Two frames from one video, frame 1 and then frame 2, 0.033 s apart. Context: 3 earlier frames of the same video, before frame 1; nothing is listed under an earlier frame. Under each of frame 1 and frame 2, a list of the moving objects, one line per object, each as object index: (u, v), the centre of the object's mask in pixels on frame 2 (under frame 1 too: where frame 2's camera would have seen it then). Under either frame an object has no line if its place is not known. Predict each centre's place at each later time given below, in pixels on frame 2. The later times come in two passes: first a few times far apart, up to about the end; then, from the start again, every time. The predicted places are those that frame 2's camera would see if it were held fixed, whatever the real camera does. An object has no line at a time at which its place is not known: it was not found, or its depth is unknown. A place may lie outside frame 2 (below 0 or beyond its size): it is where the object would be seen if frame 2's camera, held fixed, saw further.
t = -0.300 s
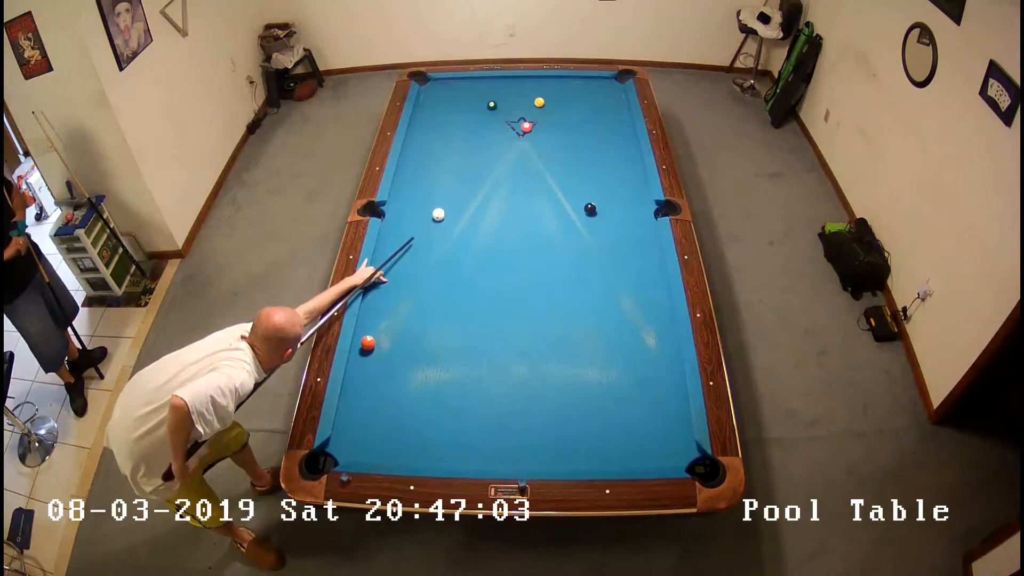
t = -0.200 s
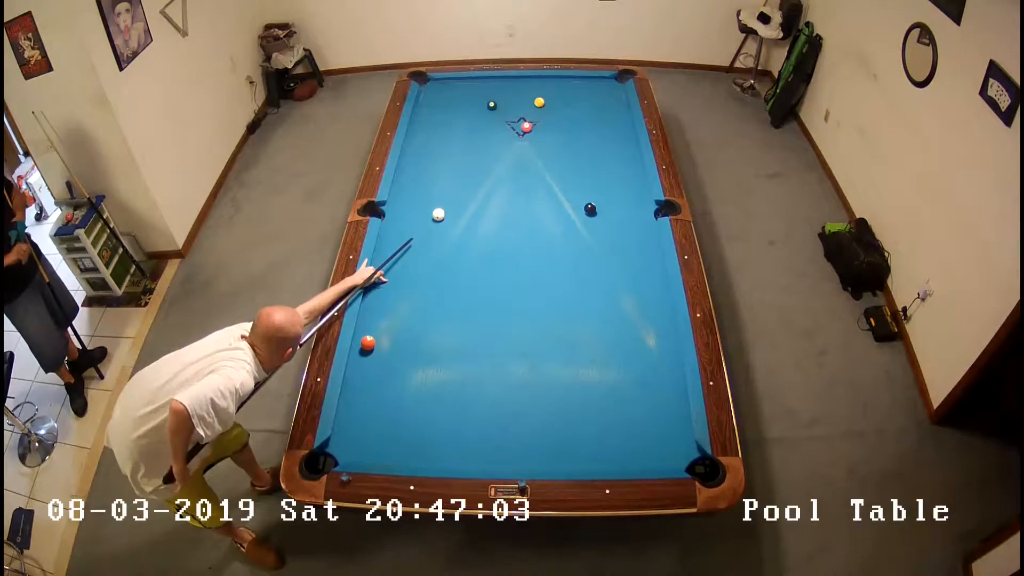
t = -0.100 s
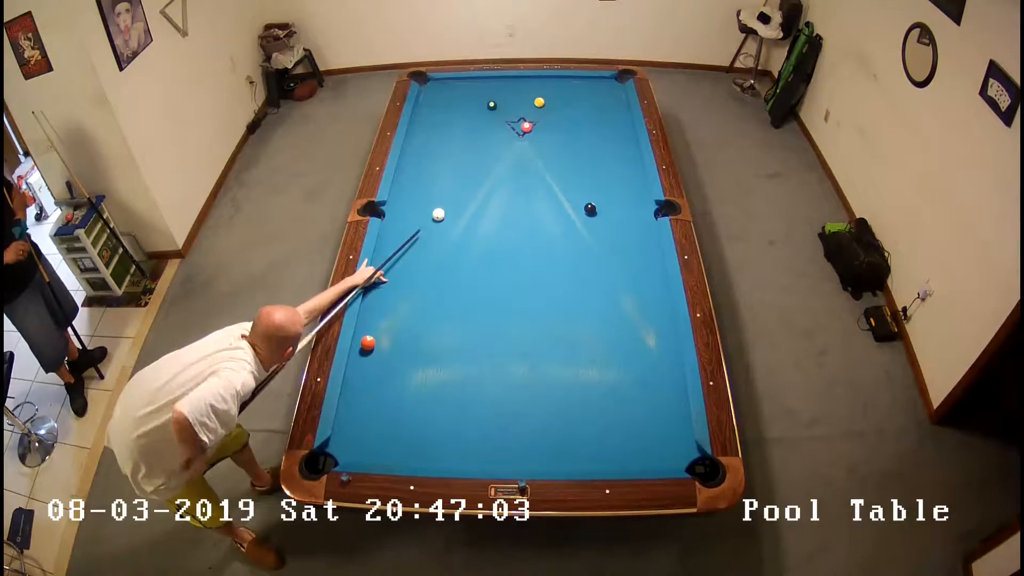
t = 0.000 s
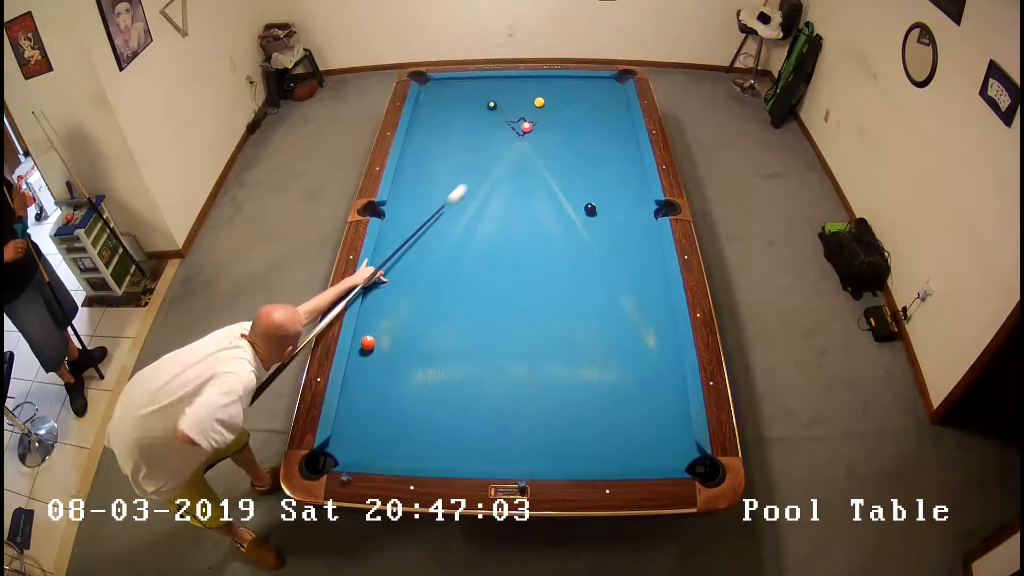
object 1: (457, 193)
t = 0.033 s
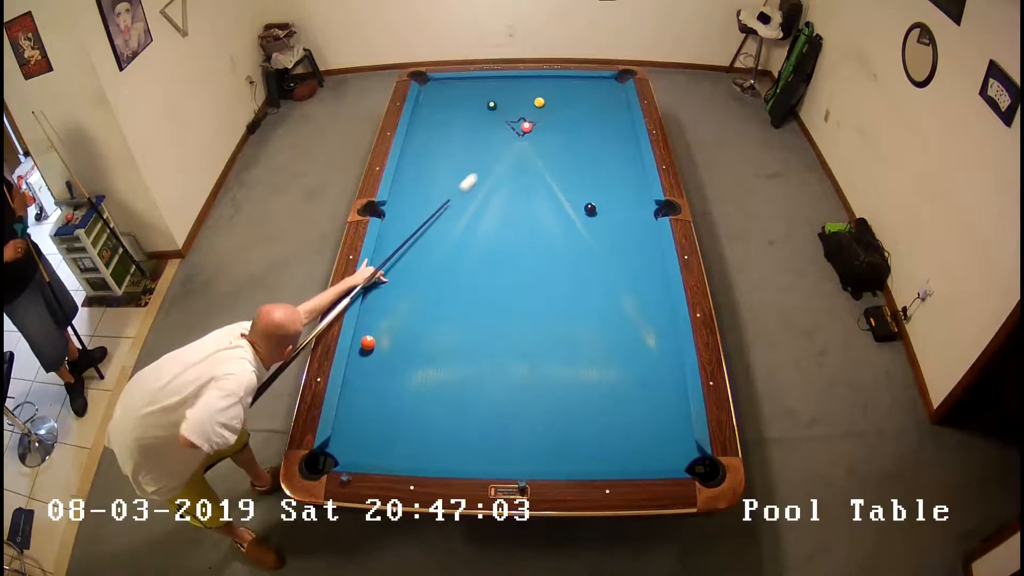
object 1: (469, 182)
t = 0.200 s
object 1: (514, 135)
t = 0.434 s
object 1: (503, 117)
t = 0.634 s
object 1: (505, 100)
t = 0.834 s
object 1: (513, 87)
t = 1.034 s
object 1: (518, 80)
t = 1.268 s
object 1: (516, 87)
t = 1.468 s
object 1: (515, 92)
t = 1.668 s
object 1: (514, 98)
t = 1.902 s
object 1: (513, 104)
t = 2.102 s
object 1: (512, 109)
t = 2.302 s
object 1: (511, 114)
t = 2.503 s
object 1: (510, 119)
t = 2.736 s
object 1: (509, 125)
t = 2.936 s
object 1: (509, 129)
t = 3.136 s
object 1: (508, 133)
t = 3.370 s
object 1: (508, 137)
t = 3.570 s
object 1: (508, 141)
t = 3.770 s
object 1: (508, 144)
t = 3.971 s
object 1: (508, 146)
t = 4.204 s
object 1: (508, 149)
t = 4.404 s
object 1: (509, 151)
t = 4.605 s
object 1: (509, 153)
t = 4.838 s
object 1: (510, 154)
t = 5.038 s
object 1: (510, 155)
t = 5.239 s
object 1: (511, 156)
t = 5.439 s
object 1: (511, 156)
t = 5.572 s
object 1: (511, 156)
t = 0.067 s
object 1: (479, 171)
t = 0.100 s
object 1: (488, 162)
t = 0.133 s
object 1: (497, 152)
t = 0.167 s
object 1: (506, 144)
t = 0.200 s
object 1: (514, 135)
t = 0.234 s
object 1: (517, 130)
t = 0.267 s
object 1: (514, 128)
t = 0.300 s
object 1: (511, 126)
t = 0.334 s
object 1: (508, 124)
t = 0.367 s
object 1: (506, 121)
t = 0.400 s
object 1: (504, 119)
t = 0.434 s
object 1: (503, 117)
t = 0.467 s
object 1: (502, 114)
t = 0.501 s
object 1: (501, 111)
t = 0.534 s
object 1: (501, 108)
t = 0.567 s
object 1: (502, 105)
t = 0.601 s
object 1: (504, 103)
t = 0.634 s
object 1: (505, 100)
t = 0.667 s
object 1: (506, 98)
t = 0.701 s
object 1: (508, 96)
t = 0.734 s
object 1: (509, 93)
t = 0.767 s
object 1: (510, 91)
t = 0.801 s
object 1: (512, 89)
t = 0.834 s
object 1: (513, 87)
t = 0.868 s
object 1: (514, 85)
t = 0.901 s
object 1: (516, 82)
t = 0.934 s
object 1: (517, 80)
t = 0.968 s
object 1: (518, 79)
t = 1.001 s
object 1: (518, 79)
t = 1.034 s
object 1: (518, 80)
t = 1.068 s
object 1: (518, 81)
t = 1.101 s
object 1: (517, 82)
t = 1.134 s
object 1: (517, 83)
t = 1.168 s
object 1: (517, 84)
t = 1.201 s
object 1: (517, 85)
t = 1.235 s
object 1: (517, 86)
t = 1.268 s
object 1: (516, 87)
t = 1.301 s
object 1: (516, 88)
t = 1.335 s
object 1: (516, 89)
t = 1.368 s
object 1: (516, 89)
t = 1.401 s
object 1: (516, 90)
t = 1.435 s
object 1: (515, 91)
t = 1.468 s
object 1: (515, 92)
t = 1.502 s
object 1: (515, 93)
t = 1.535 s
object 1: (515, 94)
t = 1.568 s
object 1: (514, 95)
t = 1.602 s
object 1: (514, 96)
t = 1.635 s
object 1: (514, 97)
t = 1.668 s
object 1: (514, 98)
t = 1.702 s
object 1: (514, 99)
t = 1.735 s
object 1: (514, 100)
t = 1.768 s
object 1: (513, 100)
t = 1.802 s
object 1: (513, 101)
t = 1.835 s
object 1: (513, 102)
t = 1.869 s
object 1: (513, 103)
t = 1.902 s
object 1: (513, 104)
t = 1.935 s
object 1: (513, 105)
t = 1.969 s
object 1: (513, 106)
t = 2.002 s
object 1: (512, 107)
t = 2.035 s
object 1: (512, 108)
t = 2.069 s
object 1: (512, 108)
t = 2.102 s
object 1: (512, 109)
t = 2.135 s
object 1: (512, 110)
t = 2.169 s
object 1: (511, 111)
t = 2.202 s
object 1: (511, 112)
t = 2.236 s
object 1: (511, 113)
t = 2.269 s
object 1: (511, 113)
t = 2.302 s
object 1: (511, 114)
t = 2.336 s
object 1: (511, 115)
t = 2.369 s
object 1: (510, 116)
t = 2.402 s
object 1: (510, 117)
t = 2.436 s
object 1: (510, 117)
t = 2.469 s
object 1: (510, 118)
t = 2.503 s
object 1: (510, 119)
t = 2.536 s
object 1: (510, 120)
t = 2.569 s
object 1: (510, 121)
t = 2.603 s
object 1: (510, 121)
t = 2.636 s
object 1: (510, 122)
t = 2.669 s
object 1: (510, 123)
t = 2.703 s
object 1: (509, 124)
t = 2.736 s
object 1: (509, 125)
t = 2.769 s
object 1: (509, 125)
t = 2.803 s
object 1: (509, 126)
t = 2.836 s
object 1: (509, 127)
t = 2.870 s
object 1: (509, 128)
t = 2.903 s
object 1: (509, 128)
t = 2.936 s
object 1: (509, 129)
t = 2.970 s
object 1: (509, 130)
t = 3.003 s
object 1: (509, 130)
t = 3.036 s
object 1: (508, 131)
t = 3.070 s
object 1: (508, 132)
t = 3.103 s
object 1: (508, 132)
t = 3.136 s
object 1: (508, 133)
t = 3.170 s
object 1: (508, 134)
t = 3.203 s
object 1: (508, 134)
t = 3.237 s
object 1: (508, 135)
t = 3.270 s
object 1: (508, 136)
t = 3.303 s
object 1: (508, 136)
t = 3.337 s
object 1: (508, 137)
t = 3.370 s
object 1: (508, 137)
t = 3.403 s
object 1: (508, 138)
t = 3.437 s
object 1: (508, 139)
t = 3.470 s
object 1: (508, 139)
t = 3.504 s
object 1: (508, 140)
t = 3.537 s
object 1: (508, 140)
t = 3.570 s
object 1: (508, 141)
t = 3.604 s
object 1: (508, 141)
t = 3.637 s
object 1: (508, 142)
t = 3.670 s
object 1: (508, 142)
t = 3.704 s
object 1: (508, 143)
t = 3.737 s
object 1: (508, 143)
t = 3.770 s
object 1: (508, 144)
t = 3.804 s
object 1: (508, 144)
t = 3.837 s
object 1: (508, 145)
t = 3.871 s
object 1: (508, 145)
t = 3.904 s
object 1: (508, 146)
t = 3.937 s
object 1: (508, 146)
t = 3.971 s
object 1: (508, 146)
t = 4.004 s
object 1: (508, 147)
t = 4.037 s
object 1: (508, 147)
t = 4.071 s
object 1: (508, 148)
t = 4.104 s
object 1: (508, 148)
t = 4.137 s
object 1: (508, 149)
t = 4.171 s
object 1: (508, 149)
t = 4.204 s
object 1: (508, 149)
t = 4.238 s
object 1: (509, 149)
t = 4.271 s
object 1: (509, 150)
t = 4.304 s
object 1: (509, 150)
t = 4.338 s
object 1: (509, 150)
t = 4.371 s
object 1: (509, 151)
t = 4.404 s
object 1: (509, 151)
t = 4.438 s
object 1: (509, 151)
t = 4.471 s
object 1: (509, 152)
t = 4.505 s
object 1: (509, 152)
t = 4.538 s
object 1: (509, 152)
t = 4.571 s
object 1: (509, 152)
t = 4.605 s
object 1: (509, 153)
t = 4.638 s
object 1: (510, 153)
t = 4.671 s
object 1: (510, 153)
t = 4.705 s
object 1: (510, 153)
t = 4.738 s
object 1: (510, 154)
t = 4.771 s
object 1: (510, 154)
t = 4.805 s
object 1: (510, 154)
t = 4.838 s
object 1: (510, 154)
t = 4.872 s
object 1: (510, 155)
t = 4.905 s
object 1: (510, 155)
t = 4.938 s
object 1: (510, 155)
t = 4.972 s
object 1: (510, 155)
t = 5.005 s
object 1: (510, 155)
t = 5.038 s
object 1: (510, 155)
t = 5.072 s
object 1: (511, 156)
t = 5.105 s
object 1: (511, 156)
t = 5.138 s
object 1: (511, 156)
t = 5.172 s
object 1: (511, 156)
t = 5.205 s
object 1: (511, 156)
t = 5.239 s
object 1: (511, 156)
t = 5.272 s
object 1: (511, 156)
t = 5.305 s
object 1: (511, 156)
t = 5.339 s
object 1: (511, 156)
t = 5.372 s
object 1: (511, 156)
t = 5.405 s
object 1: (511, 156)
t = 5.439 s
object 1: (511, 156)
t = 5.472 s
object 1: (511, 156)
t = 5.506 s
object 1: (511, 156)
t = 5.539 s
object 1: (511, 156)
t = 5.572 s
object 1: (511, 156)
